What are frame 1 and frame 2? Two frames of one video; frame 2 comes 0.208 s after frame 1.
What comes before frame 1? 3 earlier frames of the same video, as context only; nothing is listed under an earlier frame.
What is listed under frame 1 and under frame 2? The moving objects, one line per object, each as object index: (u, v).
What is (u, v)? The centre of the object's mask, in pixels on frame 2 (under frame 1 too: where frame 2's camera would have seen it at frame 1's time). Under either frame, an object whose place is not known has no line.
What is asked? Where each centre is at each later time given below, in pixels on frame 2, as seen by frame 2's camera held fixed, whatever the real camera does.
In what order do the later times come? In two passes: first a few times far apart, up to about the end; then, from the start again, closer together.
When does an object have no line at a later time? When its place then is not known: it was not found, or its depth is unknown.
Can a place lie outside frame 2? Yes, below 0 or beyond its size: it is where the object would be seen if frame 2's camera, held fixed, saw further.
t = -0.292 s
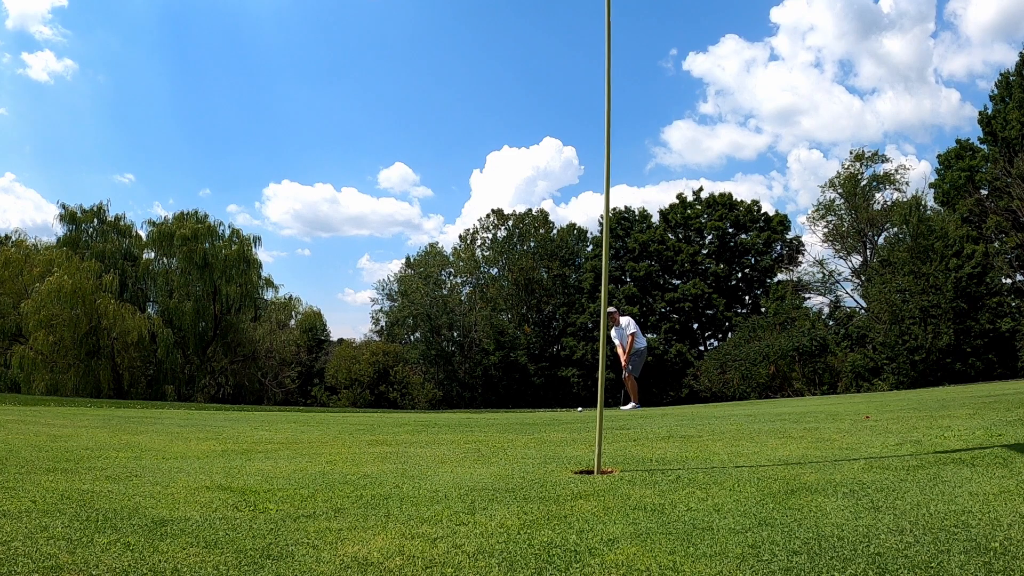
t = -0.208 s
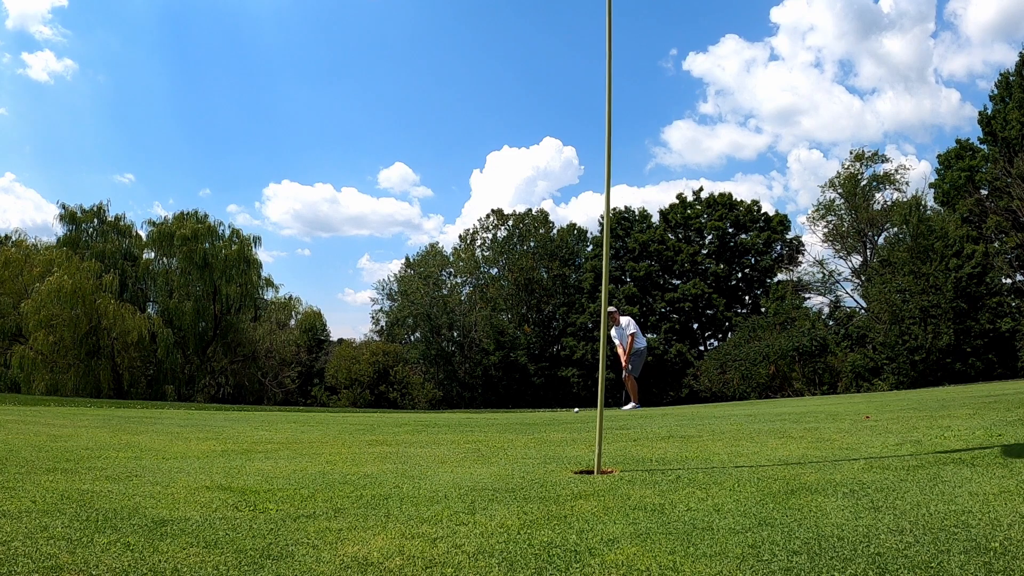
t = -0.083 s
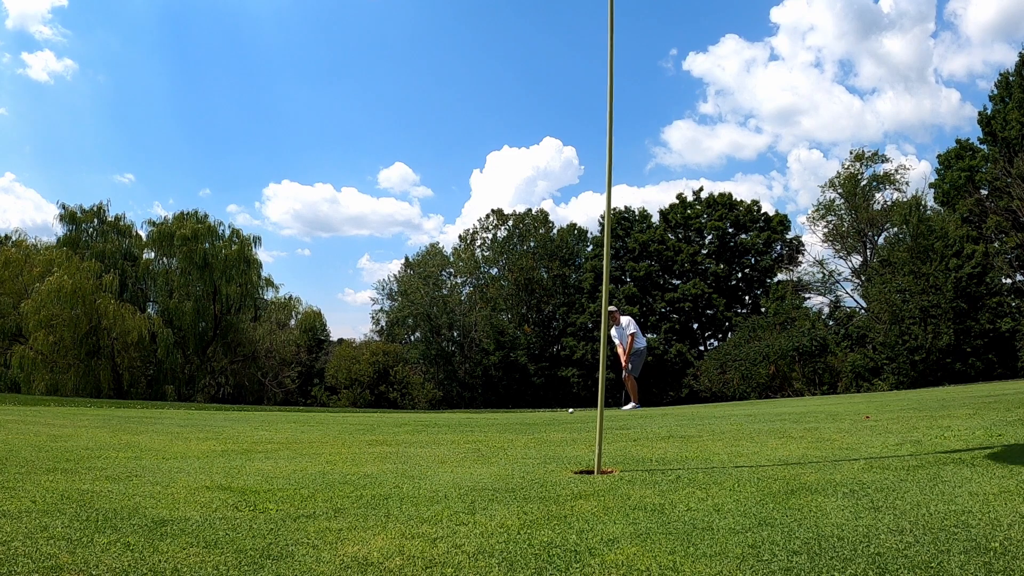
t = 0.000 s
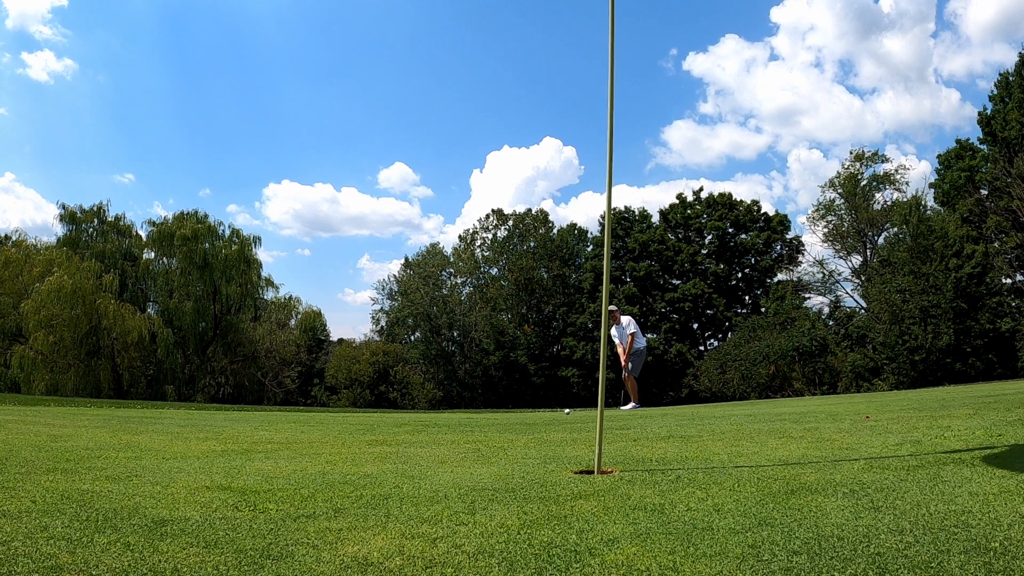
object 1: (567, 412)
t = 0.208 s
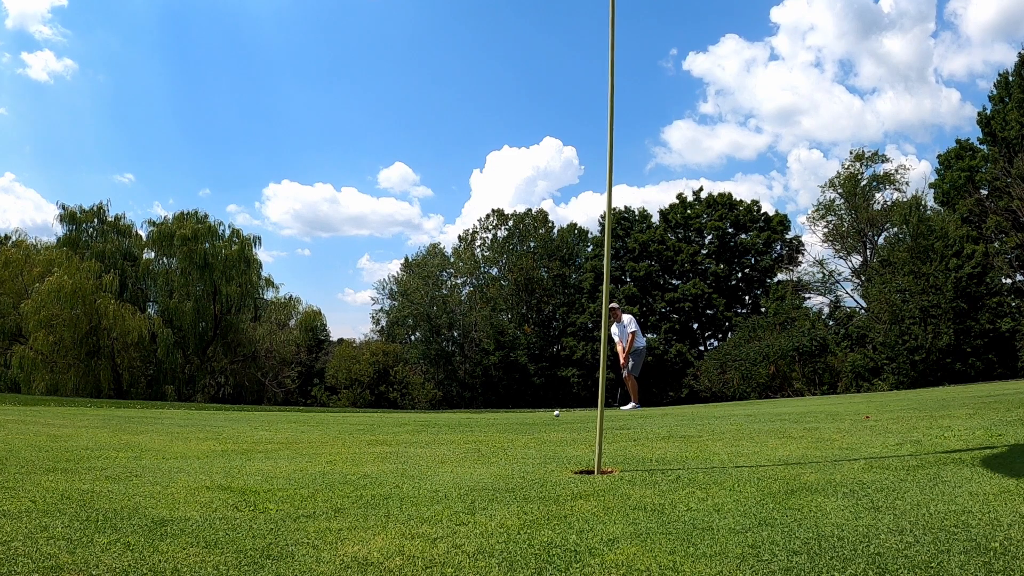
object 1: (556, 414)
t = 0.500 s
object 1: (538, 417)
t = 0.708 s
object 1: (519, 420)
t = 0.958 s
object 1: (493, 426)
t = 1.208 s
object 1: (461, 435)
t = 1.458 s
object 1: (421, 443)
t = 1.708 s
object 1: (378, 453)
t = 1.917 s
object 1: (337, 463)
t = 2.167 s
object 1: (289, 473)
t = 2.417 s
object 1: (250, 483)
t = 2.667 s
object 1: (224, 489)
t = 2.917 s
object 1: (219, 489)
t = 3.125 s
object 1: (221, 489)
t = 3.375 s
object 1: (221, 489)
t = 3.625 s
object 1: (221, 489)
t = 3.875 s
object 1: (221, 489)
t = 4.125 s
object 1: (221, 489)
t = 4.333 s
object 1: (221, 489)
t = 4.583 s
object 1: (221, 489)
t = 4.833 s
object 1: (221, 489)
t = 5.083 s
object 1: (221, 489)
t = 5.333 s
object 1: (221, 489)
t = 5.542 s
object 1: (222, 489)
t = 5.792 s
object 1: (221, 489)
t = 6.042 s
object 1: (221, 489)
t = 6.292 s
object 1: (222, 489)
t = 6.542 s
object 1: (222, 489)
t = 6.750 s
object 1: (222, 489)
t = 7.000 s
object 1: (222, 489)
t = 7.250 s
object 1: (222, 489)
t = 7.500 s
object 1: (221, 489)
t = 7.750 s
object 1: (221, 489)
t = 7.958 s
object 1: (221, 489)
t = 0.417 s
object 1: (544, 416)
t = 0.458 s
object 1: (541, 417)
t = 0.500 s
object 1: (538, 417)
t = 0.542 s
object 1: (534, 418)
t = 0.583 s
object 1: (531, 418)
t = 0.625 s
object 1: (527, 419)
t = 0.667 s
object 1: (524, 420)
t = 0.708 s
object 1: (519, 420)
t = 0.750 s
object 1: (516, 421)
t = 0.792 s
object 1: (511, 422)
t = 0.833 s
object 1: (507, 423)
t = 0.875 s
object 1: (502, 424)
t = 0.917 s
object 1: (498, 425)
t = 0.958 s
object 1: (493, 426)
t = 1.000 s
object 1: (488, 428)
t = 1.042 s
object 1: (483, 429)
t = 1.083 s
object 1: (478, 430)
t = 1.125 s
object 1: (472, 431)
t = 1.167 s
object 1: (467, 433)
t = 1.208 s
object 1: (461, 435)
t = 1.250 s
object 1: (455, 436)
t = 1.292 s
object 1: (448, 437)
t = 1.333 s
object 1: (442, 439)
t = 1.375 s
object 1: (435, 440)
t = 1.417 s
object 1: (428, 442)
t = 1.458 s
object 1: (421, 443)
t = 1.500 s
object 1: (414, 445)
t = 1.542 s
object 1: (409, 446)
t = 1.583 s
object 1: (401, 448)
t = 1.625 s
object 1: (393, 450)
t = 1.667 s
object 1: (386, 452)
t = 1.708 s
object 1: (378, 453)
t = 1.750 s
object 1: (369, 456)
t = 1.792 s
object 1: (361, 458)
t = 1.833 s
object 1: (353, 459)
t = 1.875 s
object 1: (345, 461)
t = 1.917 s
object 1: (337, 463)
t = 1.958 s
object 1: (328, 465)
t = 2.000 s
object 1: (320, 467)
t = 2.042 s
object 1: (313, 468)
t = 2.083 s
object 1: (304, 470)
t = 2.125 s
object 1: (296, 472)
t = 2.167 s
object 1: (289, 473)
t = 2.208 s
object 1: (281, 475)
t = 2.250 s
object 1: (274, 477)
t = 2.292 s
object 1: (267, 478)
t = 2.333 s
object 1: (261, 480)
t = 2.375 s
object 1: (255, 481)
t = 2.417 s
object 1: (250, 483)
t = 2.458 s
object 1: (244, 484)
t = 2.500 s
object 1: (239, 486)
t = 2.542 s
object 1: (234, 487)
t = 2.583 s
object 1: (231, 487)
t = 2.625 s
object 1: (227, 488)
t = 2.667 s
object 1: (224, 489)
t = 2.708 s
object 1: (221, 489)
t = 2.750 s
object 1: (219, 489)
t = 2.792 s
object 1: (218, 489)
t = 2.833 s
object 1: (218, 489)
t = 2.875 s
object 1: (218, 489)
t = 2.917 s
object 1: (219, 489)
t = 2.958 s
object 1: (220, 489)
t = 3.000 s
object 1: (220, 489)
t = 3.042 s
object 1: (221, 489)
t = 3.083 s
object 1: (221, 489)
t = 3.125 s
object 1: (221, 489)
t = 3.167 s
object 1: (221, 489)
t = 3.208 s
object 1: (221, 489)
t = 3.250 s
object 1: (221, 489)
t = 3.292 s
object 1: (221, 489)
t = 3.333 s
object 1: (221, 489)
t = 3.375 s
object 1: (221, 489)
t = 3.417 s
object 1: (221, 489)
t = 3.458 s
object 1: (221, 489)
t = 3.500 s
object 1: (221, 489)
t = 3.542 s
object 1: (221, 489)
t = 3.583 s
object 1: (221, 489)
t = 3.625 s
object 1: (221, 489)
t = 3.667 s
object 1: (221, 489)
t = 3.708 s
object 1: (221, 489)
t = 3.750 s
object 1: (221, 489)
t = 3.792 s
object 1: (221, 489)
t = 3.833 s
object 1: (221, 489)
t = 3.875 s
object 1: (221, 489)
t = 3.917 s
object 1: (221, 489)
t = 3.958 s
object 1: (221, 489)
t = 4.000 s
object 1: (221, 489)
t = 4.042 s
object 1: (221, 489)
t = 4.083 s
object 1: (221, 489)
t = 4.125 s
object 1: (221, 489)
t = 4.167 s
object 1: (221, 489)
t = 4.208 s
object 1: (221, 489)
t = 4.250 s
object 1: (221, 489)
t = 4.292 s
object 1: (221, 489)
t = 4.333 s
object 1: (221, 489)
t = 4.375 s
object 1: (221, 489)
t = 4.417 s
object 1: (221, 489)
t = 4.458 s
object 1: (221, 489)
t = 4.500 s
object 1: (221, 489)
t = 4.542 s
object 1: (221, 489)
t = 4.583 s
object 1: (221, 489)
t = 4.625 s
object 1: (221, 489)
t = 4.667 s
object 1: (221, 489)
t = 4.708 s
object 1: (221, 489)
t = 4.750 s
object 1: (221, 489)
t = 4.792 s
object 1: (221, 489)
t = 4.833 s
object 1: (221, 489)
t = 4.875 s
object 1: (221, 489)
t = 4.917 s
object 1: (221, 489)
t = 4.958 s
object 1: (221, 489)
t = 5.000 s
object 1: (221, 489)
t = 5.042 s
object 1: (221, 489)
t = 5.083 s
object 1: (221, 489)
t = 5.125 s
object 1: (221, 489)
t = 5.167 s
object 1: (221, 489)
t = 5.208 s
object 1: (221, 489)
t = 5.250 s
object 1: (222, 489)
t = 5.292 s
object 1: (221, 489)
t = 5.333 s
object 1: (221, 489)
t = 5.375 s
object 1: (221, 489)
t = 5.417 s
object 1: (221, 489)
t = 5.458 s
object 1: (222, 489)
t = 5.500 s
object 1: (222, 489)
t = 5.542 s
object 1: (222, 489)
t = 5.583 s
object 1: (221, 489)
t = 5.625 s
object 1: (222, 489)
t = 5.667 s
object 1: (222, 489)
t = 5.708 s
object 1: (221, 489)
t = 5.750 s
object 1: (221, 489)
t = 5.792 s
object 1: (221, 489)
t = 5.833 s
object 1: (221, 489)
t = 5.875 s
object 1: (221, 489)
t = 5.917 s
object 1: (221, 489)
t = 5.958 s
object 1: (221, 489)
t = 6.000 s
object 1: (221, 489)
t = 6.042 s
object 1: (221, 489)
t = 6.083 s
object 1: (222, 489)
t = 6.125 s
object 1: (222, 489)
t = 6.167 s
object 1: (222, 489)
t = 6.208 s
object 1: (222, 489)
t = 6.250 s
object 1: (222, 489)
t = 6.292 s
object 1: (222, 489)
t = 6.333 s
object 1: (222, 489)
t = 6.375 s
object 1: (222, 489)
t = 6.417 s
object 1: (222, 489)
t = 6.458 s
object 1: (222, 489)
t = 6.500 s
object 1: (222, 489)
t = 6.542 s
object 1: (222, 489)
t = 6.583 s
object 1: (221, 489)
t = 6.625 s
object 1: (221, 489)
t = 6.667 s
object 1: (222, 489)
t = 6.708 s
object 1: (222, 489)
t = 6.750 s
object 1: (222, 489)
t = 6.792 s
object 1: (221, 489)
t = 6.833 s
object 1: (222, 489)
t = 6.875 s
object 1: (221, 489)
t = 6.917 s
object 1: (222, 489)
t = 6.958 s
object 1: (222, 489)
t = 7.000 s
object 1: (222, 489)
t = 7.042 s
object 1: (222, 489)
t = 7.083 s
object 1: (222, 489)
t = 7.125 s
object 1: (222, 489)
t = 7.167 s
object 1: (222, 489)
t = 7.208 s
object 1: (222, 489)
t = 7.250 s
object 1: (222, 489)
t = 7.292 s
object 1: (222, 489)
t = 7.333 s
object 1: (221, 489)
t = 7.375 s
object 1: (222, 489)
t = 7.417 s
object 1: (221, 489)
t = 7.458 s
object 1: (221, 489)
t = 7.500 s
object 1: (221, 489)
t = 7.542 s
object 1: (221, 489)
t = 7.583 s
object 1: (222, 489)
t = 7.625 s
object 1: (221, 489)
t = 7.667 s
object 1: (221, 489)
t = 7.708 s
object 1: (221, 489)
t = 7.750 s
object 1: (221, 489)
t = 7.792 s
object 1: (221, 489)
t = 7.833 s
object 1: (222, 489)
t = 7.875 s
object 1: (222, 489)
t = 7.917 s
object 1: (222, 489)
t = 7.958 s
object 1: (221, 489)
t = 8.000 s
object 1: (221, 489)
